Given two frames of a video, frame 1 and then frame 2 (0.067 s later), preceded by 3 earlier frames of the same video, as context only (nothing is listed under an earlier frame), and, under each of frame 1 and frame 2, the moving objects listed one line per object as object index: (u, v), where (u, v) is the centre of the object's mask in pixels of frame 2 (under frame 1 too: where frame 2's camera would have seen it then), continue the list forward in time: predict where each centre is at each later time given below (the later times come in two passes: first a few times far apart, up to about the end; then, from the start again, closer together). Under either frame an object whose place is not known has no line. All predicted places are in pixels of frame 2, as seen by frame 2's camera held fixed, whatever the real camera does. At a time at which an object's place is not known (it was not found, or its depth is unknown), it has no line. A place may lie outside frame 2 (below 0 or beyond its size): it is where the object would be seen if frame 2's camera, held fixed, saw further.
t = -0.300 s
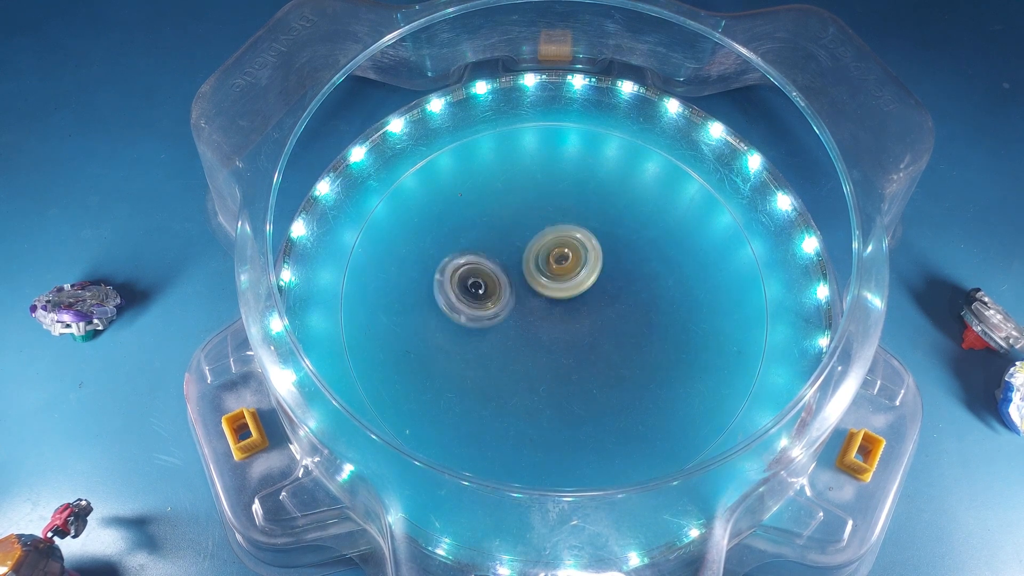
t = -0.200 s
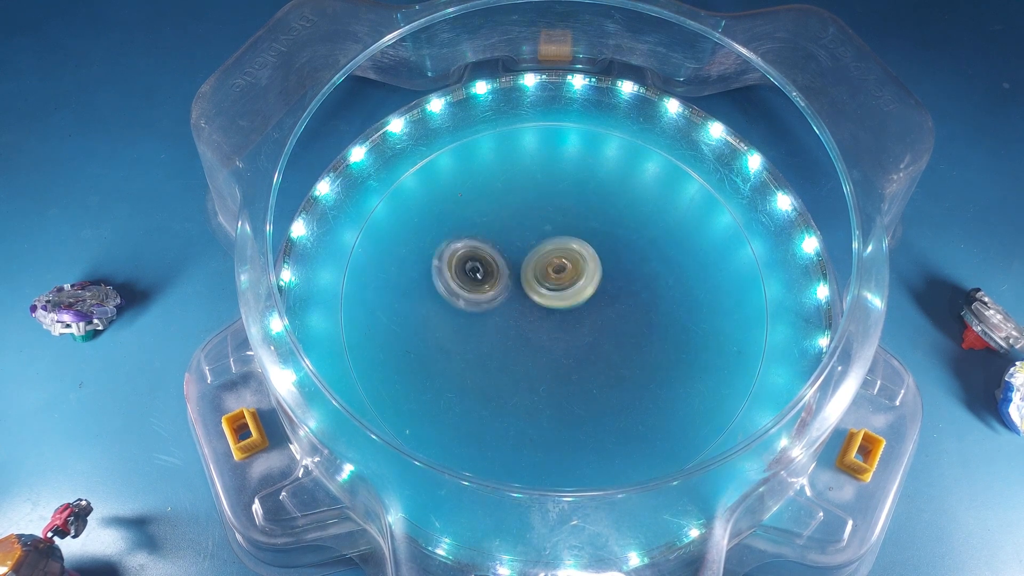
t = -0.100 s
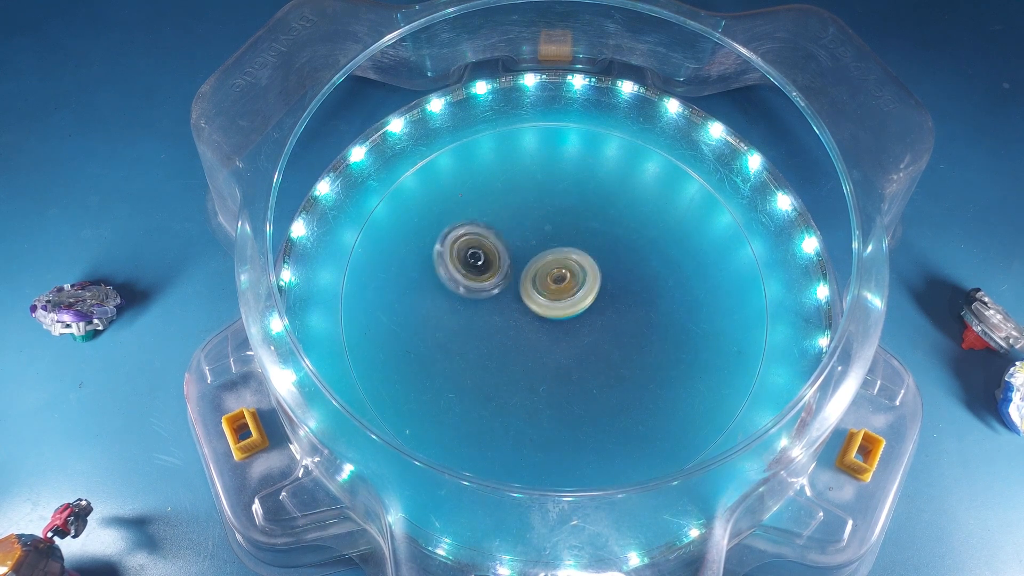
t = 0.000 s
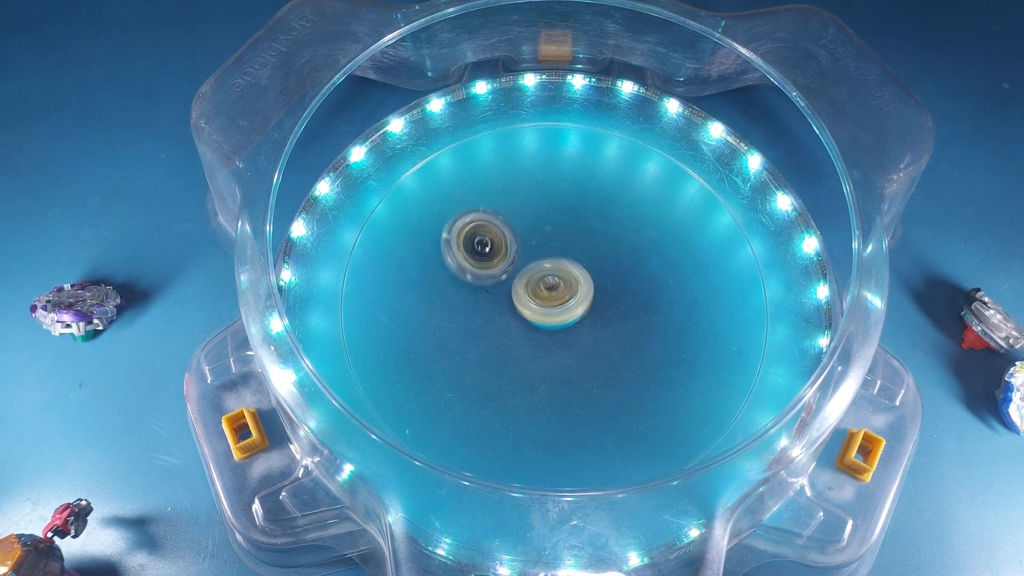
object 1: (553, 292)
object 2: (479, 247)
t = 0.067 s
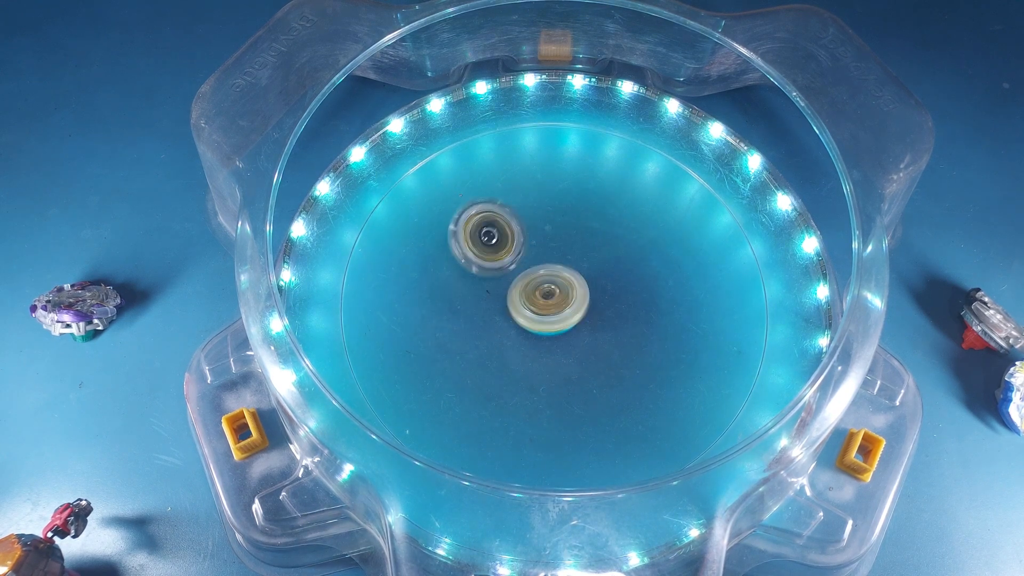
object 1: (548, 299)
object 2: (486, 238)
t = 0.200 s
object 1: (535, 300)
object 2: (510, 227)
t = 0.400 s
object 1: (521, 292)
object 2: (567, 216)
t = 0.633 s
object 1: (529, 277)
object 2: (609, 238)
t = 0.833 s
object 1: (527, 275)
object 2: (631, 292)
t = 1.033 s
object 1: (526, 279)
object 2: (611, 348)
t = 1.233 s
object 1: (527, 282)
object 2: (553, 363)
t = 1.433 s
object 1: (559, 260)
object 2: (454, 350)
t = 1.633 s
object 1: (578, 265)
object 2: (406, 298)
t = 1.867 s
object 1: (560, 291)
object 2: (459, 233)
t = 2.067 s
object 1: (519, 289)
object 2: (545, 219)
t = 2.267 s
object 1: (518, 273)
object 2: (621, 254)
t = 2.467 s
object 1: (536, 273)
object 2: (643, 326)
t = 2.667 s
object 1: (539, 299)
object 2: (597, 371)
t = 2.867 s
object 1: (525, 288)
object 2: (520, 368)
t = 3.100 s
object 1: (551, 258)
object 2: (493, 307)
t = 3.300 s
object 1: (586, 233)
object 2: (520, 273)
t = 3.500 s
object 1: (587, 231)
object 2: (544, 290)
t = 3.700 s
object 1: (560, 249)
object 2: (522, 321)
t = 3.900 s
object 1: (538, 237)
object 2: (490, 312)
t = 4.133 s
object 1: (560, 246)
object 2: (511, 285)
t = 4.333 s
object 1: (582, 249)
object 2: (506, 293)
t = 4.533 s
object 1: (587, 243)
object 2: (486, 306)
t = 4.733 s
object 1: (579, 258)
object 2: (489, 306)
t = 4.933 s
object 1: (542, 257)
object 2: (516, 318)
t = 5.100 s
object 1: (537, 246)
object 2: (521, 325)
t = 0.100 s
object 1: (544, 299)
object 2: (491, 235)
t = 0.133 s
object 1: (542, 300)
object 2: (497, 231)
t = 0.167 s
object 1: (538, 300)
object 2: (503, 229)
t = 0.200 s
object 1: (535, 300)
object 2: (510, 227)
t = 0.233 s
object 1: (531, 299)
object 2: (518, 226)
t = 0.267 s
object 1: (528, 299)
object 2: (527, 221)
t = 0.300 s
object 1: (525, 298)
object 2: (537, 218)
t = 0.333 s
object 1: (524, 296)
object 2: (548, 218)
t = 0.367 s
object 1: (522, 294)
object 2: (558, 216)
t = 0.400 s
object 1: (521, 292)
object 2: (567, 216)
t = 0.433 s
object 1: (519, 289)
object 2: (576, 216)
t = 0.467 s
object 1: (521, 286)
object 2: (584, 217)
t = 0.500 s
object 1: (521, 284)
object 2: (590, 220)
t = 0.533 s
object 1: (522, 283)
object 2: (595, 224)
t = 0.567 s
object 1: (523, 280)
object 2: (601, 228)
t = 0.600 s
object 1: (527, 279)
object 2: (605, 233)
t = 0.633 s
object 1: (529, 277)
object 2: (609, 238)
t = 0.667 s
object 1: (531, 277)
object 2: (612, 243)
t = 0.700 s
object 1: (534, 276)
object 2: (613, 251)
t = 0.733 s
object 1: (530, 275)
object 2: (619, 259)
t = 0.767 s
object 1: (526, 274)
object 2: (625, 269)
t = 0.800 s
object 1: (526, 274)
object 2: (628, 280)
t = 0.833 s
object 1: (527, 275)
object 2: (631, 292)
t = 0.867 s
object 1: (527, 276)
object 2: (631, 302)
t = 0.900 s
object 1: (526, 277)
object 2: (629, 313)
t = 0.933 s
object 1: (526, 277)
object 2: (627, 323)
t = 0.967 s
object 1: (526, 277)
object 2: (622, 333)
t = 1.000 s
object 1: (527, 278)
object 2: (617, 341)
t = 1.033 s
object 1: (526, 279)
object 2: (611, 348)
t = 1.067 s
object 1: (526, 279)
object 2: (604, 354)
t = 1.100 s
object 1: (526, 280)
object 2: (596, 358)
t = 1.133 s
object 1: (526, 280)
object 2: (586, 361)
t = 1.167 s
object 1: (527, 281)
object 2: (576, 363)
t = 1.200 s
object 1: (526, 281)
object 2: (564, 363)
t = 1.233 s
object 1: (527, 282)
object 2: (553, 363)
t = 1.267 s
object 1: (526, 282)
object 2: (541, 360)
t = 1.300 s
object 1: (527, 282)
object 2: (529, 358)
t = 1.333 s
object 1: (539, 273)
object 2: (507, 361)
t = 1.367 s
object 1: (548, 267)
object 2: (486, 359)
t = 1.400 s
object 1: (555, 264)
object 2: (470, 355)
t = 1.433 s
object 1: (559, 260)
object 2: (454, 350)
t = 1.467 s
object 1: (564, 258)
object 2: (439, 343)
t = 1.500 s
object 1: (568, 259)
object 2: (426, 335)
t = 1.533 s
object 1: (571, 259)
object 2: (417, 326)
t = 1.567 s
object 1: (575, 260)
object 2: (411, 318)
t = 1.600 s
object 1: (576, 263)
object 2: (407, 308)
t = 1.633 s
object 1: (578, 265)
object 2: (406, 298)
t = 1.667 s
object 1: (581, 269)
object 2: (407, 288)
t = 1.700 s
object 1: (579, 273)
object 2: (411, 278)
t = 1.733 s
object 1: (578, 276)
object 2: (416, 268)
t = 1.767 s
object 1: (576, 280)
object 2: (425, 258)
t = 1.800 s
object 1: (571, 285)
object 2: (435, 249)
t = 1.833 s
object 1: (566, 289)
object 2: (446, 240)
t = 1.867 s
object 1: (560, 291)
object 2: (459, 233)
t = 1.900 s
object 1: (553, 294)
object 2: (472, 227)
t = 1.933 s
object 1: (545, 295)
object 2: (486, 223)
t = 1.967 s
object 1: (538, 295)
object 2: (500, 221)
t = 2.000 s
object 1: (532, 293)
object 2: (515, 220)
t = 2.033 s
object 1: (526, 291)
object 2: (531, 219)
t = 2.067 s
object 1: (519, 289)
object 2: (545, 219)
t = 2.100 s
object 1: (517, 286)
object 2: (561, 221)
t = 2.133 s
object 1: (515, 283)
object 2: (575, 224)
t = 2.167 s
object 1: (513, 278)
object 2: (587, 228)
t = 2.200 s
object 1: (512, 274)
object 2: (599, 236)
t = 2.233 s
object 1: (515, 273)
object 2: (610, 244)
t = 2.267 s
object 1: (518, 273)
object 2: (621, 254)
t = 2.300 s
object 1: (519, 270)
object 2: (628, 264)
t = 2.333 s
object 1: (523, 267)
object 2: (635, 274)
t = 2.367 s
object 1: (527, 268)
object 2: (640, 287)
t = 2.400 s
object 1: (528, 273)
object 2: (643, 300)
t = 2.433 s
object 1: (530, 273)
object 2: (645, 313)
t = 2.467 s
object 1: (536, 273)
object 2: (643, 326)
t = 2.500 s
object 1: (542, 277)
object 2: (640, 338)
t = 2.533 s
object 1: (542, 282)
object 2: (635, 347)
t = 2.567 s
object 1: (541, 287)
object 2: (628, 356)
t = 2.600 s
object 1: (541, 291)
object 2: (619, 362)
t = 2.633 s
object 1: (540, 295)
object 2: (609, 368)
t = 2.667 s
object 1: (539, 299)
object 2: (597, 371)
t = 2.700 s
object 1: (537, 302)
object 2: (585, 372)
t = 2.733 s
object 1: (533, 304)
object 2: (570, 371)
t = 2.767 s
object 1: (530, 302)
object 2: (554, 373)
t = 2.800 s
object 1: (527, 297)
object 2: (541, 374)
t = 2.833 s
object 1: (526, 292)
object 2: (529, 372)
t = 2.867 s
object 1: (525, 288)
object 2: (520, 368)
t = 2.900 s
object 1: (525, 283)
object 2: (514, 363)
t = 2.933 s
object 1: (525, 279)
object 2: (507, 356)
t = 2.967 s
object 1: (527, 275)
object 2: (502, 347)
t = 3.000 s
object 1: (531, 272)
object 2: (499, 338)
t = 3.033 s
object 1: (537, 266)
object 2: (495, 328)
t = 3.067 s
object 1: (543, 263)
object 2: (494, 318)
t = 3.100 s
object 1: (551, 258)
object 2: (493, 307)
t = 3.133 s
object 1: (559, 254)
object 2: (494, 296)
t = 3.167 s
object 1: (567, 249)
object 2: (498, 286)
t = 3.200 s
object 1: (574, 245)
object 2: (503, 279)
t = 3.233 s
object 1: (580, 241)
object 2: (509, 275)
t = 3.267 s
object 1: (584, 237)
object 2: (514, 274)
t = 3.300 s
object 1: (586, 233)
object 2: (520, 273)
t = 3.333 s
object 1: (588, 230)
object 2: (523, 274)
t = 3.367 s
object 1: (589, 227)
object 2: (528, 274)
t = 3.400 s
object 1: (589, 226)
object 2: (533, 277)
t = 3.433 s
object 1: (589, 227)
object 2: (538, 280)
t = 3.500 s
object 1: (587, 231)
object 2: (544, 290)
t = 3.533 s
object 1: (586, 234)
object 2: (545, 297)
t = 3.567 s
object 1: (584, 239)
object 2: (543, 303)
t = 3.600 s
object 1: (580, 242)
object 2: (541, 307)
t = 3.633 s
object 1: (574, 246)
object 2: (537, 313)
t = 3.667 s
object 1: (567, 248)
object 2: (531, 317)
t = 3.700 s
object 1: (560, 249)
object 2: (522, 321)
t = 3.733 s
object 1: (552, 248)
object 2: (514, 323)
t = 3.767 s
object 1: (546, 246)
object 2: (507, 322)
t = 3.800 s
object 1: (542, 243)
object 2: (502, 322)
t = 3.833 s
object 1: (539, 240)
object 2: (496, 320)
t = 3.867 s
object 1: (538, 238)
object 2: (491, 317)
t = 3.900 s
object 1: (538, 237)
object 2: (490, 312)
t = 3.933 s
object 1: (538, 237)
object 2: (489, 308)
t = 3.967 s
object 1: (539, 239)
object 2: (489, 302)
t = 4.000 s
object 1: (540, 241)
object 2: (489, 296)
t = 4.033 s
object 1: (543, 243)
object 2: (493, 291)
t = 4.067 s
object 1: (548, 244)
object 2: (498, 288)
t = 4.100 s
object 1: (554, 246)
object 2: (505, 286)
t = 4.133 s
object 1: (560, 246)
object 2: (511, 285)
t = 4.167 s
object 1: (565, 248)
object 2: (514, 284)
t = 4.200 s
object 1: (572, 248)
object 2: (516, 288)
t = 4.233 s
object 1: (573, 249)
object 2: (515, 291)
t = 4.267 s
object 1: (574, 250)
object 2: (511, 292)
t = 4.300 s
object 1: (575, 250)
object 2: (512, 291)
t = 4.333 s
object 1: (582, 249)
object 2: (506, 293)
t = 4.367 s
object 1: (586, 247)
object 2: (500, 296)
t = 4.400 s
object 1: (587, 245)
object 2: (495, 299)
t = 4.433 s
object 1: (587, 243)
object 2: (492, 301)
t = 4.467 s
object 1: (587, 242)
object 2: (489, 304)
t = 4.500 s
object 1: (587, 242)
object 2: (487, 305)
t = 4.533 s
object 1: (587, 243)
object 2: (486, 306)
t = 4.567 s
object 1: (587, 245)
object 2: (484, 307)
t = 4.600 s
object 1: (587, 247)
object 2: (482, 306)
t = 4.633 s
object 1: (586, 249)
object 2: (482, 306)
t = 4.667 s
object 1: (584, 251)
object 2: (483, 306)
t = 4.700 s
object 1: (583, 254)
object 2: (485, 306)
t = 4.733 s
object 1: (579, 258)
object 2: (489, 306)
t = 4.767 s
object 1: (573, 261)
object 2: (494, 307)
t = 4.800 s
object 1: (566, 263)
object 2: (498, 308)
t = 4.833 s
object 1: (558, 263)
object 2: (502, 309)
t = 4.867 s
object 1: (551, 262)
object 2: (507, 311)
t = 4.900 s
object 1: (546, 260)
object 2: (511, 313)
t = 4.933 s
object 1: (542, 257)
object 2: (516, 318)
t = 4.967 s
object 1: (539, 254)
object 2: (518, 320)
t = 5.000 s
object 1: (537, 250)
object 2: (519, 322)
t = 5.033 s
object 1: (537, 247)
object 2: (520, 323)
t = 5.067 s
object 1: (537, 246)
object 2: (520, 324)
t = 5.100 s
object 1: (537, 246)
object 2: (521, 325)
